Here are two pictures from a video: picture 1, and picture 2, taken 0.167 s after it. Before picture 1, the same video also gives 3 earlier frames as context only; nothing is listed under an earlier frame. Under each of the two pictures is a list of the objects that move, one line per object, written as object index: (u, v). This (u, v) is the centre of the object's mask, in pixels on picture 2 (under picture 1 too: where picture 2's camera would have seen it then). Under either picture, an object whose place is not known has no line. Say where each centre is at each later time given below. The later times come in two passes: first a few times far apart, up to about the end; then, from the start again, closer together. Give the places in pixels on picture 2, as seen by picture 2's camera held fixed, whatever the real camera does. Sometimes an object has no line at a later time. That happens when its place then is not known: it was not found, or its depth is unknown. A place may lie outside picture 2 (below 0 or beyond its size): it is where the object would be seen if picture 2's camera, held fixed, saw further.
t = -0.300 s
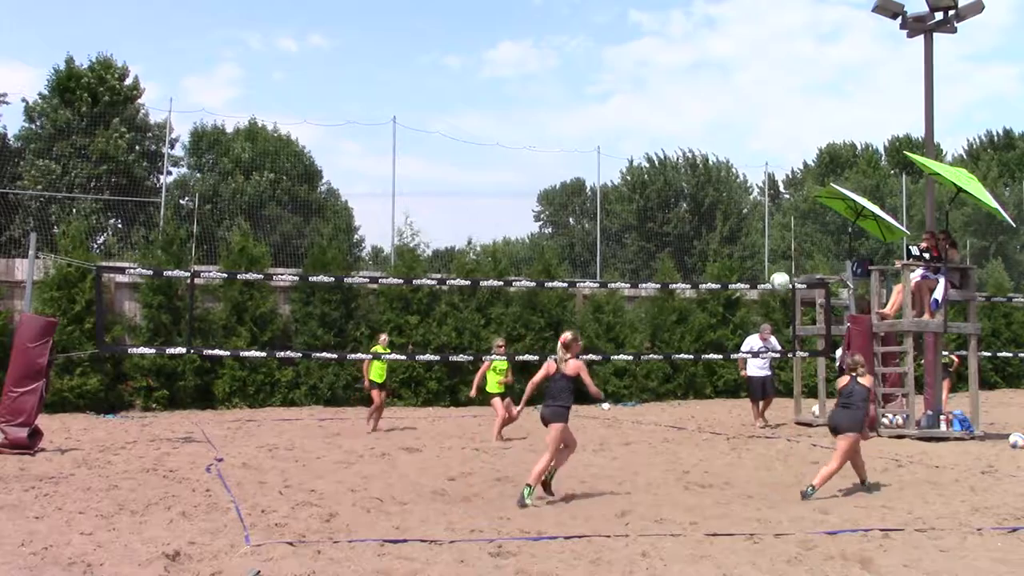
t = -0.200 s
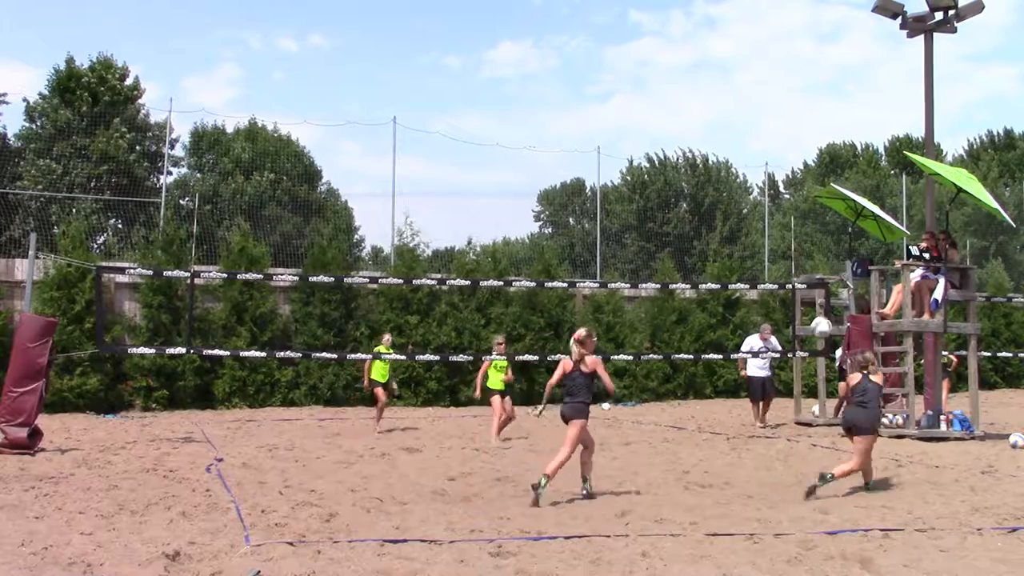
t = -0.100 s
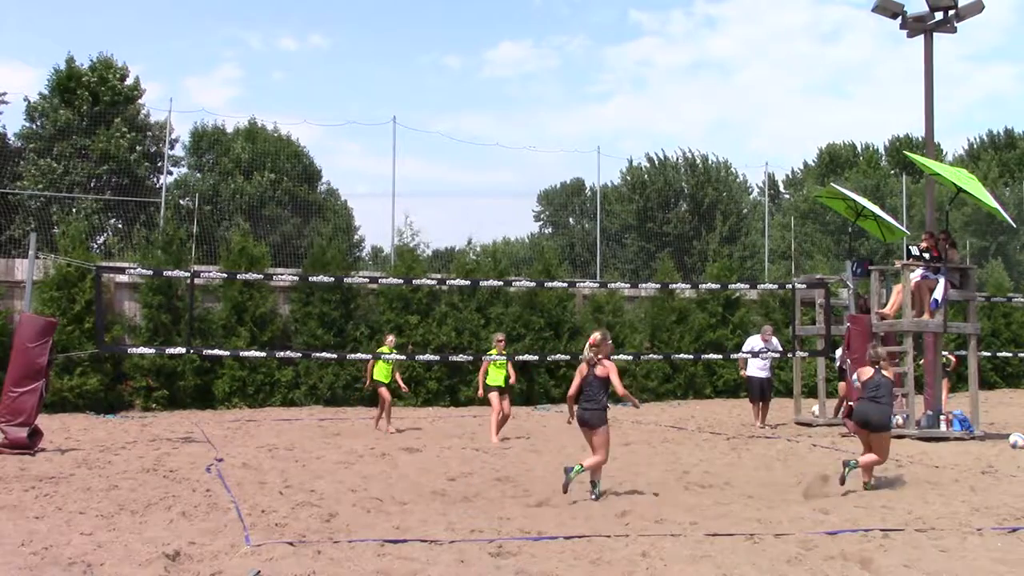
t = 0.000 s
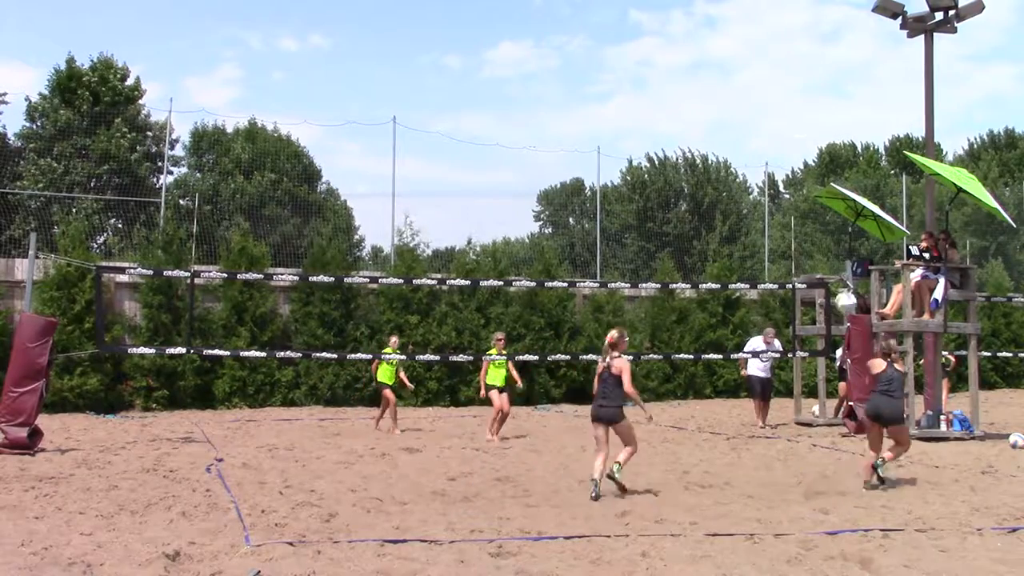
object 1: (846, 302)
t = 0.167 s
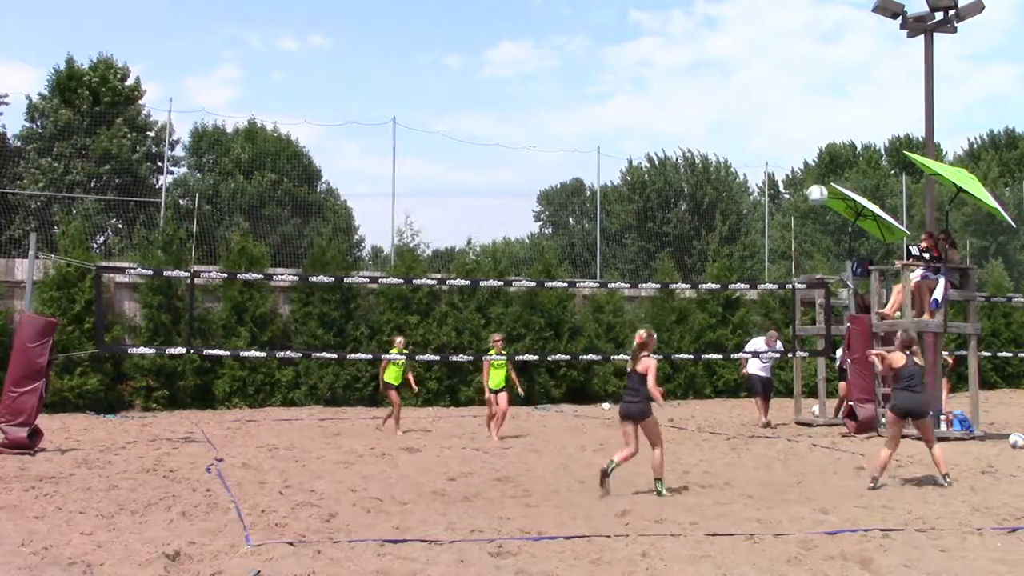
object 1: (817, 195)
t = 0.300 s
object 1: (794, 129)
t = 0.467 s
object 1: (766, 69)
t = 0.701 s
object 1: (726, 26)
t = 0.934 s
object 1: (685, 32)
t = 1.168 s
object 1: (642, 89)
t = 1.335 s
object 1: (610, 160)
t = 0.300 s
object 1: (794, 129)
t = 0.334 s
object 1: (789, 115)
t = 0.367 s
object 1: (784, 103)
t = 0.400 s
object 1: (778, 88)
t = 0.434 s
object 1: (772, 78)
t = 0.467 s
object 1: (766, 69)
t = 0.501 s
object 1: (761, 59)
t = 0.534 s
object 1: (755, 53)
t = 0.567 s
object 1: (750, 44)
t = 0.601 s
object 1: (743, 37)
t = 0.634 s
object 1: (738, 33)
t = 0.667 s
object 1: (732, 30)
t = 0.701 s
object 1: (726, 26)
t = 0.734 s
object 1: (721, 23)
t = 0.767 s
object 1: (715, 22)
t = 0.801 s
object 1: (709, 23)
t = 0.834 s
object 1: (702, 23)
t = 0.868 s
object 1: (697, 25)
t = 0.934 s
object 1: (685, 32)
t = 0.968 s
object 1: (679, 37)
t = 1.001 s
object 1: (672, 44)
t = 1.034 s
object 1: (667, 52)
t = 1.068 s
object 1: (660, 60)
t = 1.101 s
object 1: (655, 68)
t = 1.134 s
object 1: (648, 78)
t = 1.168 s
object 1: (642, 89)
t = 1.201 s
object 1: (635, 102)
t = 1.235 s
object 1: (628, 114)
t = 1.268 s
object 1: (622, 129)
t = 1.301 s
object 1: (616, 145)
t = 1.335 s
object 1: (610, 160)
